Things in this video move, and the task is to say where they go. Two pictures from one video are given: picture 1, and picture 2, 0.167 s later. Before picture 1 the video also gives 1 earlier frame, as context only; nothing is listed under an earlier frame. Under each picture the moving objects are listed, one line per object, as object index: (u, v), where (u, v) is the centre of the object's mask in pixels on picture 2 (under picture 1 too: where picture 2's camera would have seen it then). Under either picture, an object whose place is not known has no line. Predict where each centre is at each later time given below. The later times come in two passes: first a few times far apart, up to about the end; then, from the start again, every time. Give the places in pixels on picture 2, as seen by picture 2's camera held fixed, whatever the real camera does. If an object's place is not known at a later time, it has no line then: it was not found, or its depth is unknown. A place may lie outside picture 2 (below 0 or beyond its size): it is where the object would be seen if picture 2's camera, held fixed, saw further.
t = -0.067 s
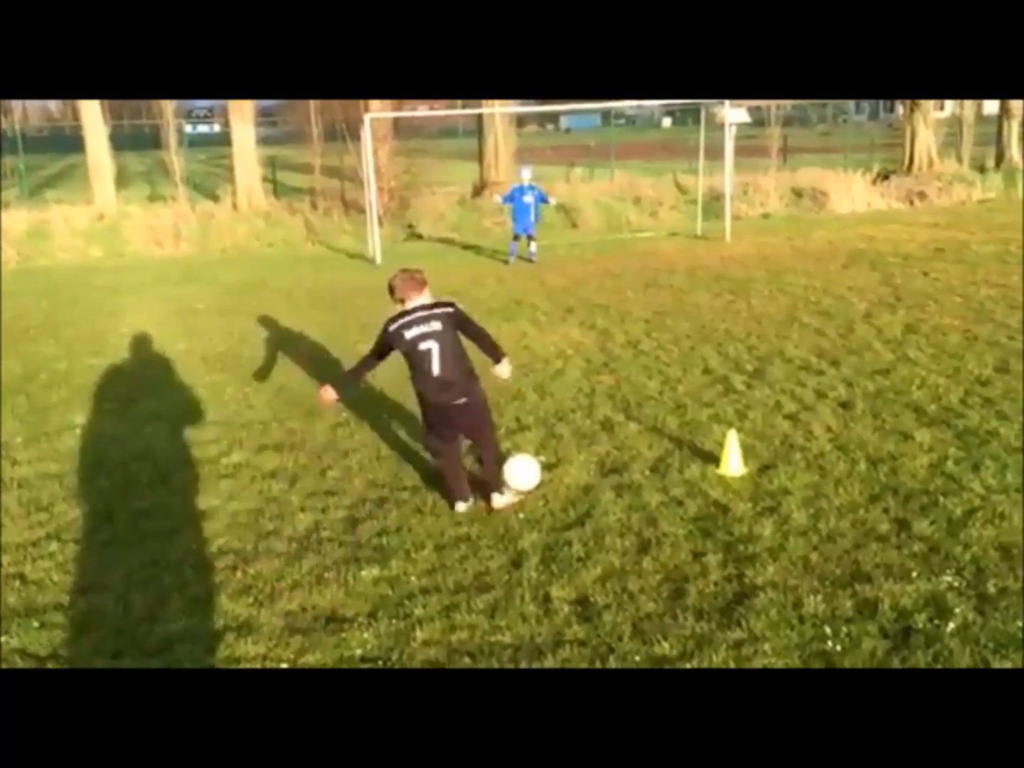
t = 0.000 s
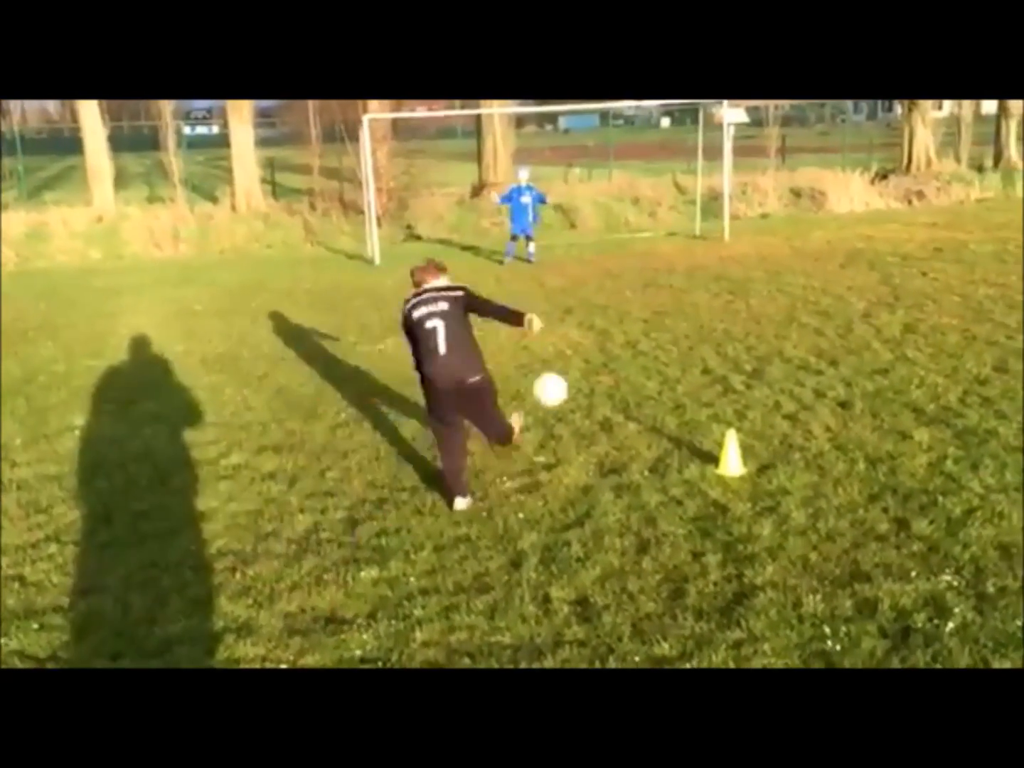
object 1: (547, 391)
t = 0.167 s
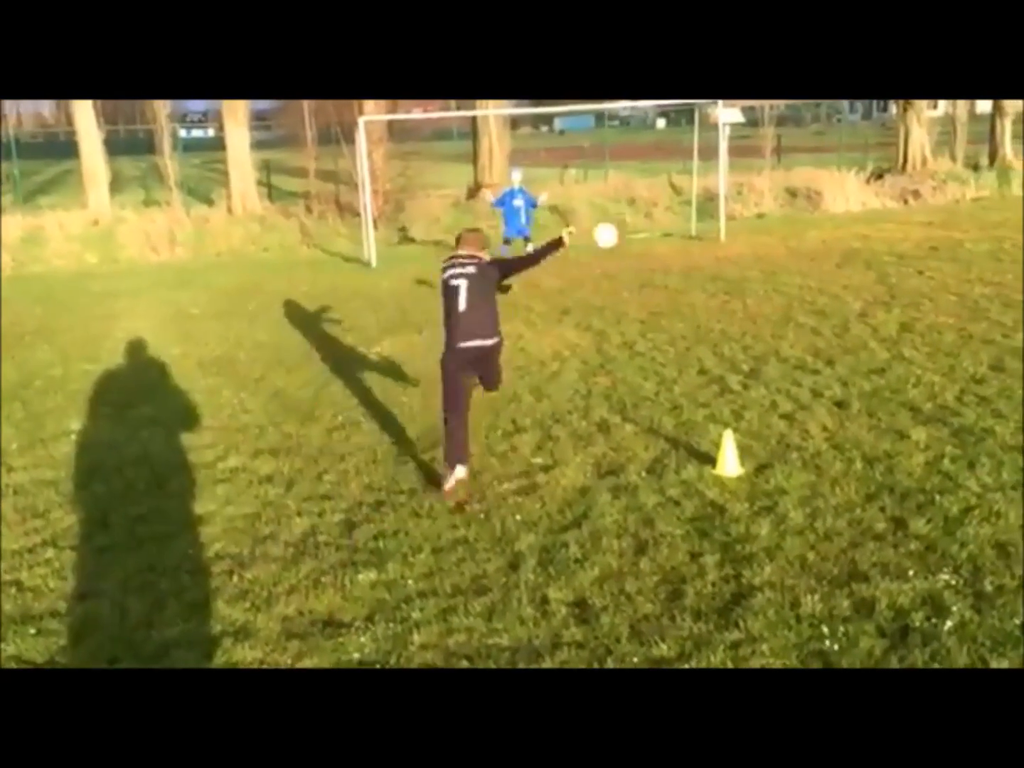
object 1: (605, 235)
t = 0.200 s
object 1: (614, 215)
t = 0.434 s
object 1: (649, 142)
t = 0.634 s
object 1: (665, 128)
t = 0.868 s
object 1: (678, 147)
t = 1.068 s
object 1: (688, 156)
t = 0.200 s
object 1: (614, 215)
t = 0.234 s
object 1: (620, 199)
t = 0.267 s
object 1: (626, 185)
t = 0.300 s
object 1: (632, 172)
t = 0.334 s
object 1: (637, 163)
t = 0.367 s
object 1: (642, 154)
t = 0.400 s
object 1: (645, 148)
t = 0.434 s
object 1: (649, 142)
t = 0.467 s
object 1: (653, 137)
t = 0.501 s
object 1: (656, 134)
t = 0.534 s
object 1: (659, 132)
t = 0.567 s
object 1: (662, 128)
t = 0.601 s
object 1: (664, 128)
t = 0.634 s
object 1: (665, 128)
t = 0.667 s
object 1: (668, 131)
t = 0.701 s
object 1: (671, 132)
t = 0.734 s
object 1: (672, 134)
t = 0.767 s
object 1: (674, 137)
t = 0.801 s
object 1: (676, 139)
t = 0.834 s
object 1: (677, 144)
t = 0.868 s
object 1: (678, 147)
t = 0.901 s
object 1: (679, 149)
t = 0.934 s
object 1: (682, 148)
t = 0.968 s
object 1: (685, 148)
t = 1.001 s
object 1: (686, 150)
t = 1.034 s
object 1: (687, 152)
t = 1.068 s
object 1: (688, 156)
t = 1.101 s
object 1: (689, 159)
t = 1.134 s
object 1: (689, 164)
